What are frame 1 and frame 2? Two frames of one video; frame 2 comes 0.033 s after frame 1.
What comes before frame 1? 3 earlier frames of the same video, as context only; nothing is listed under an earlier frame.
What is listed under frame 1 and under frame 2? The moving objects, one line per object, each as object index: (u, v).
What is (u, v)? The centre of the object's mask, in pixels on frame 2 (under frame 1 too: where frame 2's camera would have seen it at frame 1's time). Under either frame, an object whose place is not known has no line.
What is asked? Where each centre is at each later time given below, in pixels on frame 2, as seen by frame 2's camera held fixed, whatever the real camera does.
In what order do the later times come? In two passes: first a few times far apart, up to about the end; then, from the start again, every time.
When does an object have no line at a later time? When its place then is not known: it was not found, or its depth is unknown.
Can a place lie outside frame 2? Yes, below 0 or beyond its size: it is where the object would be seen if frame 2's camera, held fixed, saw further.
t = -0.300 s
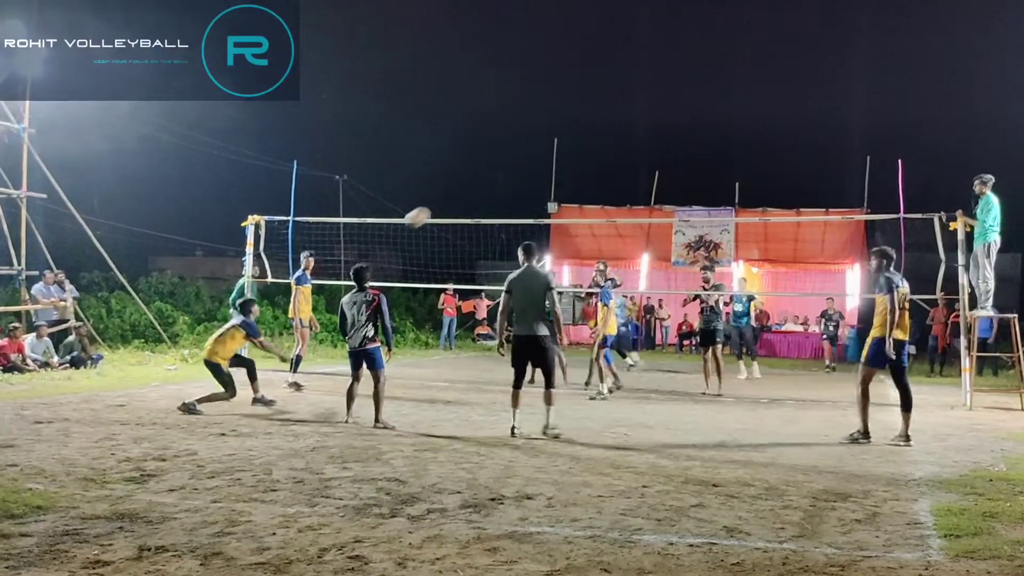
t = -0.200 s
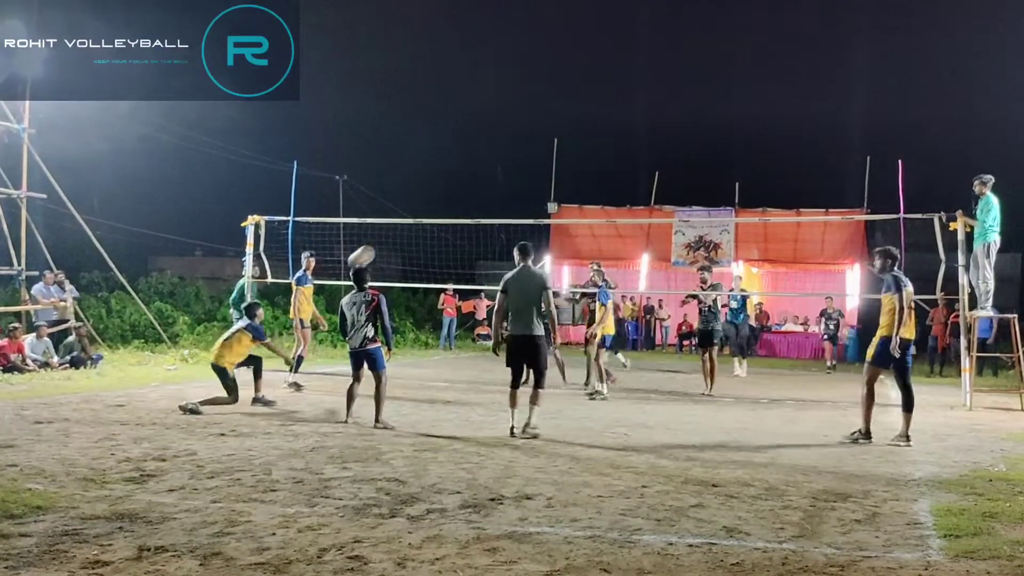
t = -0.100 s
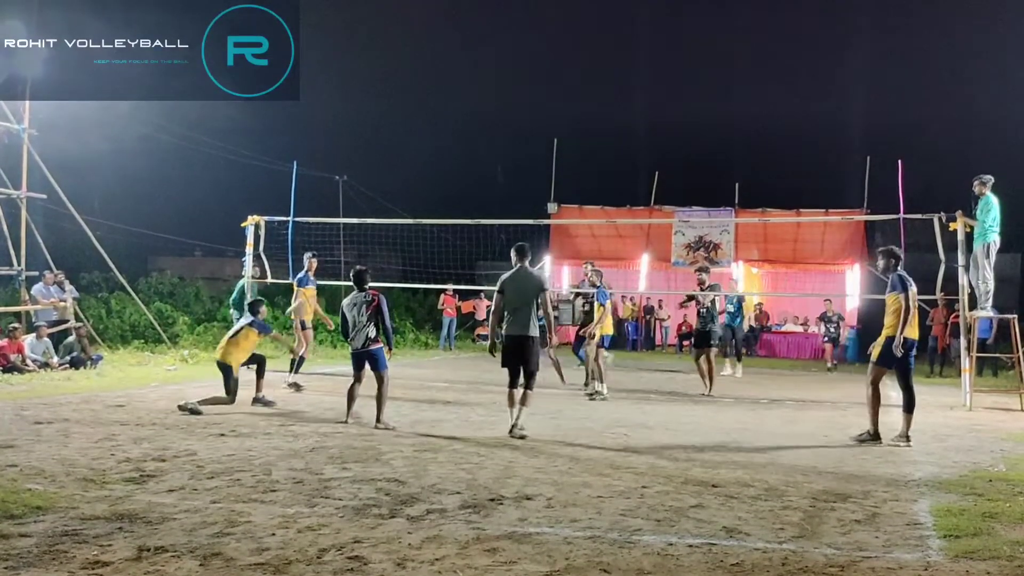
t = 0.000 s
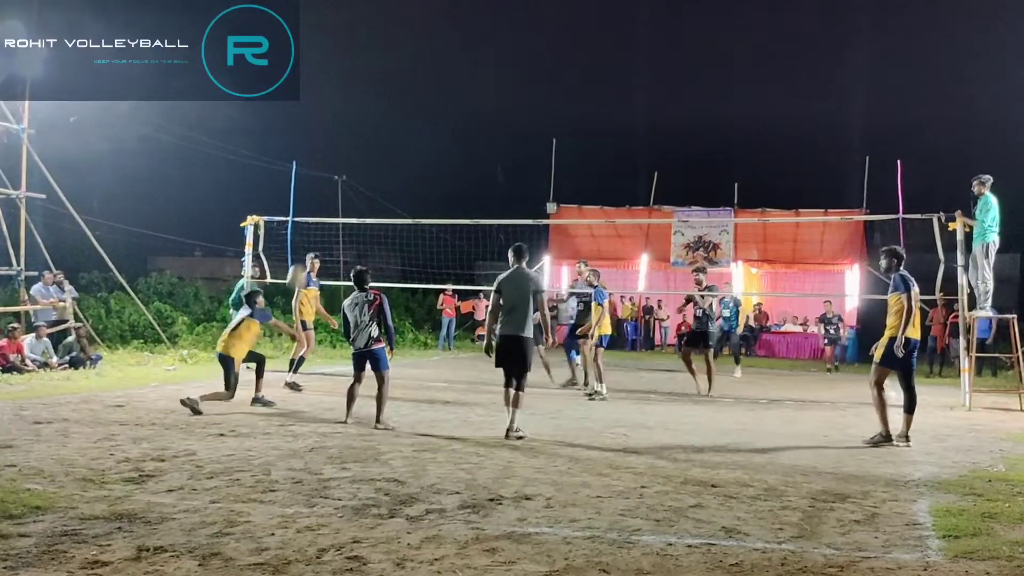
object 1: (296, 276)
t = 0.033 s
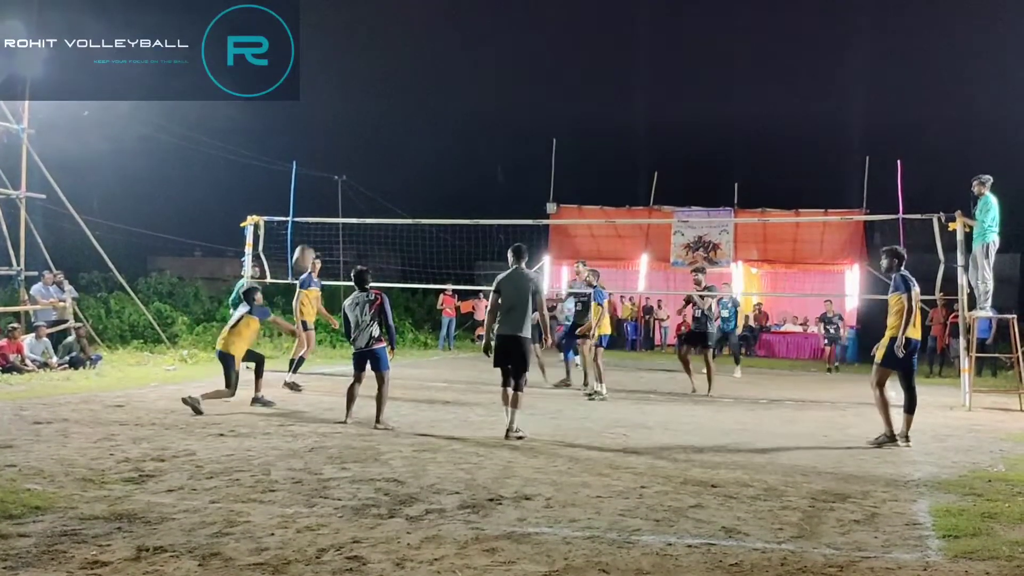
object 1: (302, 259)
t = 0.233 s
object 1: (340, 158)
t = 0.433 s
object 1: (373, 92)
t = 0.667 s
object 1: (410, 57)
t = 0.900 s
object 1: (444, 66)
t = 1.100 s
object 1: (472, 107)
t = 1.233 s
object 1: (490, 152)
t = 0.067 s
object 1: (309, 240)
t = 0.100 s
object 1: (316, 220)
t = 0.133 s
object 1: (322, 203)
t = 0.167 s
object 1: (329, 187)
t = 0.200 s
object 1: (334, 172)
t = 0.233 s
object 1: (340, 158)
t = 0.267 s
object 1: (346, 144)
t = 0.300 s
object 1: (351, 132)
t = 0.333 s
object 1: (358, 120)
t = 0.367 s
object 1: (363, 110)
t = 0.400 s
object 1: (368, 100)
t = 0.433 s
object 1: (373, 92)
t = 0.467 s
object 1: (379, 84)
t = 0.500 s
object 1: (384, 78)
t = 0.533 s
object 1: (389, 71)
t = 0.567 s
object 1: (395, 66)
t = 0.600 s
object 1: (400, 63)
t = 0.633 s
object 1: (405, 60)
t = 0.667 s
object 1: (410, 57)
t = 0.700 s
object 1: (415, 56)
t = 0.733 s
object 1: (420, 55)
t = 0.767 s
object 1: (425, 55)
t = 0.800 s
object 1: (429, 57)
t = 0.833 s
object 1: (434, 59)
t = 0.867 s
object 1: (439, 63)
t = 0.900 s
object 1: (444, 66)
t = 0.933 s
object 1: (448, 71)
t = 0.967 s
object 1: (453, 76)
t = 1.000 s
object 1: (458, 83)
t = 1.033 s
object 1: (462, 90)
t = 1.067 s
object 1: (467, 99)
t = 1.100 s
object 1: (472, 107)
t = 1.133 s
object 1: (476, 117)
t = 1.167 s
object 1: (481, 128)
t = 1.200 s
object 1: (485, 140)
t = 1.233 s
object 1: (490, 152)
